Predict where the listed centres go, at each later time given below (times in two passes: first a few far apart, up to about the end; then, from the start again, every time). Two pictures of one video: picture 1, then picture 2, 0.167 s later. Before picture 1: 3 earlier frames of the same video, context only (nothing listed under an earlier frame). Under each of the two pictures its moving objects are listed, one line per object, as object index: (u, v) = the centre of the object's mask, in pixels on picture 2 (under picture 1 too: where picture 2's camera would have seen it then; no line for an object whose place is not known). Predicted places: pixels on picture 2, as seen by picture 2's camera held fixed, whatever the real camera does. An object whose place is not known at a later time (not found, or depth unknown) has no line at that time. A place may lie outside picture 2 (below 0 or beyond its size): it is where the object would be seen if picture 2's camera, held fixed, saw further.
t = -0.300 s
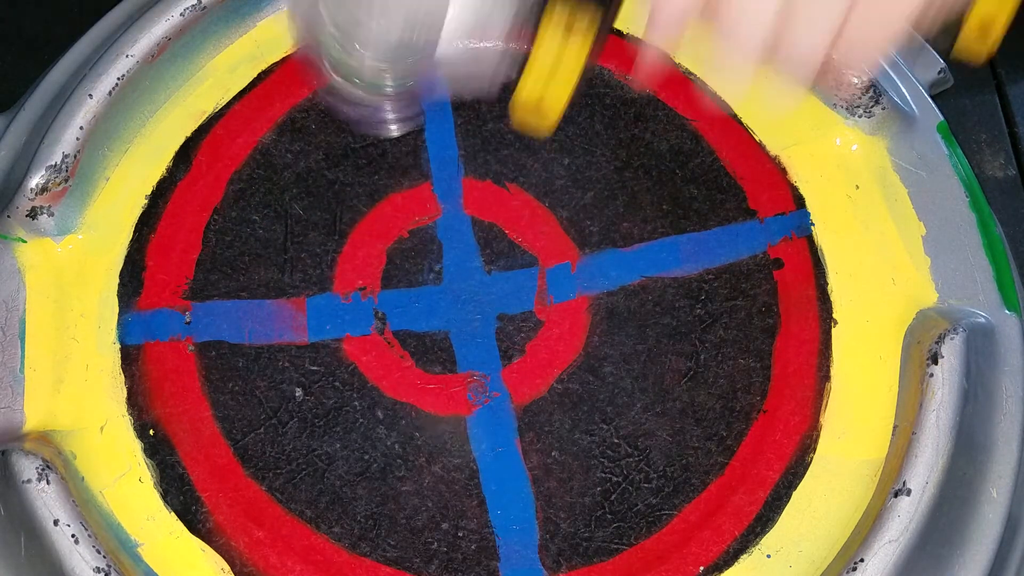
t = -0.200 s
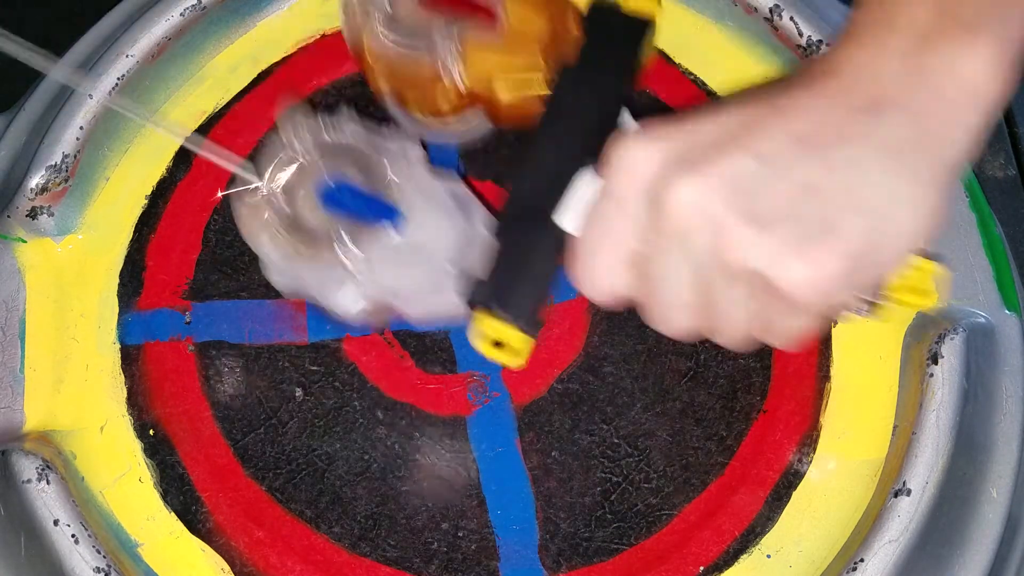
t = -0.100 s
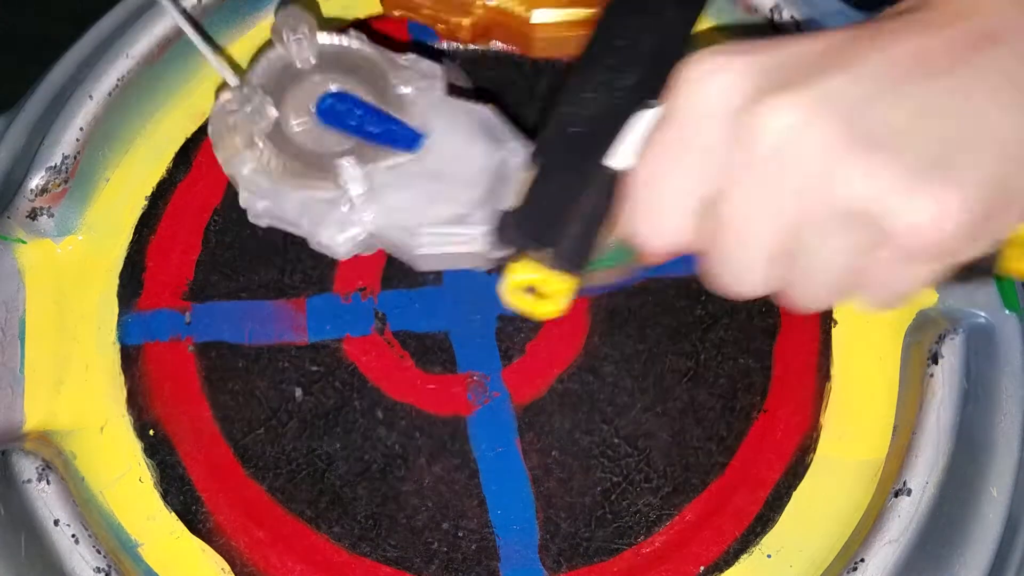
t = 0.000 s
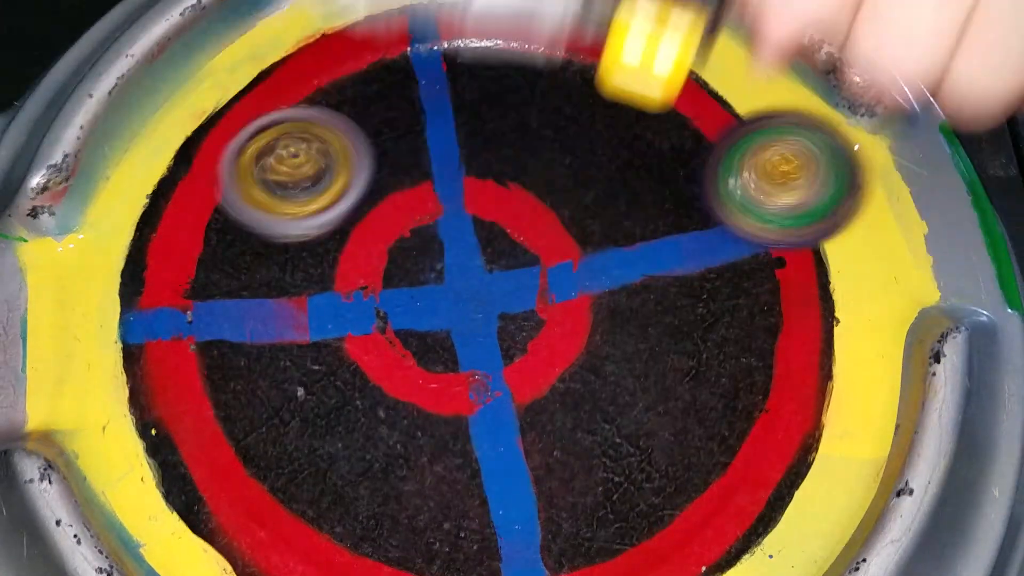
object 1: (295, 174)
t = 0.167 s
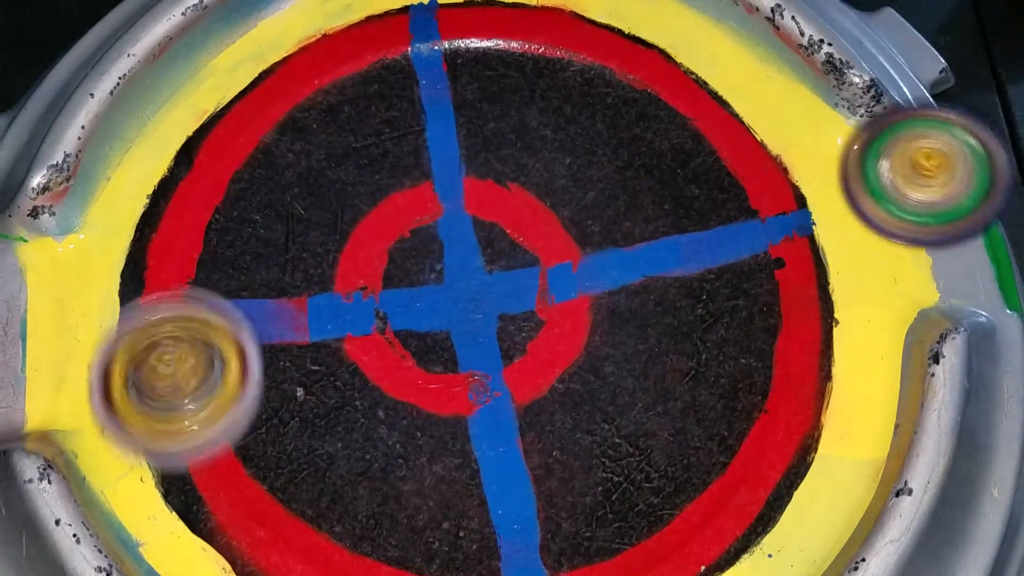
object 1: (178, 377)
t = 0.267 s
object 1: (248, 517)
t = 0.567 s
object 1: (672, 401)
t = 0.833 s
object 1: (528, 94)
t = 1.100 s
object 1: (164, 217)
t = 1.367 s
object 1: (428, 472)
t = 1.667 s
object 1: (682, 191)
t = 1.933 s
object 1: (374, 55)
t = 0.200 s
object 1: (192, 440)
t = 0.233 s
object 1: (210, 495)
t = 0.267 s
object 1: (248, 517)
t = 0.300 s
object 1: (295, 527)
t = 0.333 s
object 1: (344, 534)
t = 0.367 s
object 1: (400, 537)
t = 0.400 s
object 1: (464, 534)
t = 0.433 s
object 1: (526, 525)
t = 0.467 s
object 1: (582, 510)
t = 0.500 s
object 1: (623, 484)
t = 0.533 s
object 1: (653, 444)
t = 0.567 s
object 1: (672, 401)
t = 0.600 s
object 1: (680, 354)
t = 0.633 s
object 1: (679, 307)
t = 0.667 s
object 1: (669, 261)
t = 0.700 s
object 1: (651, 219)
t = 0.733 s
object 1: (628, 180)
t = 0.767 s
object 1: (599, 145)
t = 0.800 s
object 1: (565, 117)
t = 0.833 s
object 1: (528, 94)
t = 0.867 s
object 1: (484, 76)
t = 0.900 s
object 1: (440, 64)
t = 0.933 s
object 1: (395, 59)
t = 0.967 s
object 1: (349, 62)
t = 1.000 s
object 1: (303, 76)
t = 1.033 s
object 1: (254, 110)
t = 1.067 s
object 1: (204, 160)
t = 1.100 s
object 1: (164, 217)
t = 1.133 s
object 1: (137, 270)
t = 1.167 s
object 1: (123, 326)
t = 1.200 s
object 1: (127, 379)
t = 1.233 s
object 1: (165, 416)
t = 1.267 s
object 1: (233, 442)
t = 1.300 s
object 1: (302, 462)
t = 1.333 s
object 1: (368, 473)
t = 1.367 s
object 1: (428, 472)
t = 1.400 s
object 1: (487, 460)
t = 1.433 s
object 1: (539, 441)
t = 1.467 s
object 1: (584, 416)
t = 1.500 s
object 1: (621, 385)
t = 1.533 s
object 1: (648, 351)
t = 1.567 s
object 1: (667, 313)
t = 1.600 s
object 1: (679, 272)
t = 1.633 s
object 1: (683, 231)
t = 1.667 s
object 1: (682, 191)
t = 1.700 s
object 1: (676, 153)
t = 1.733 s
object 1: (661, 119)
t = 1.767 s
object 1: (642, 88)
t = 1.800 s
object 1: (614, 60)
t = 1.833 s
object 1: (575, 45)
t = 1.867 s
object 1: (523, 39)
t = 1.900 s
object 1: (459, 41)
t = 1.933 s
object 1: (374, 55)
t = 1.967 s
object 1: (285, 102)
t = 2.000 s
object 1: (203, 190)
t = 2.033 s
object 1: (147, 312)
